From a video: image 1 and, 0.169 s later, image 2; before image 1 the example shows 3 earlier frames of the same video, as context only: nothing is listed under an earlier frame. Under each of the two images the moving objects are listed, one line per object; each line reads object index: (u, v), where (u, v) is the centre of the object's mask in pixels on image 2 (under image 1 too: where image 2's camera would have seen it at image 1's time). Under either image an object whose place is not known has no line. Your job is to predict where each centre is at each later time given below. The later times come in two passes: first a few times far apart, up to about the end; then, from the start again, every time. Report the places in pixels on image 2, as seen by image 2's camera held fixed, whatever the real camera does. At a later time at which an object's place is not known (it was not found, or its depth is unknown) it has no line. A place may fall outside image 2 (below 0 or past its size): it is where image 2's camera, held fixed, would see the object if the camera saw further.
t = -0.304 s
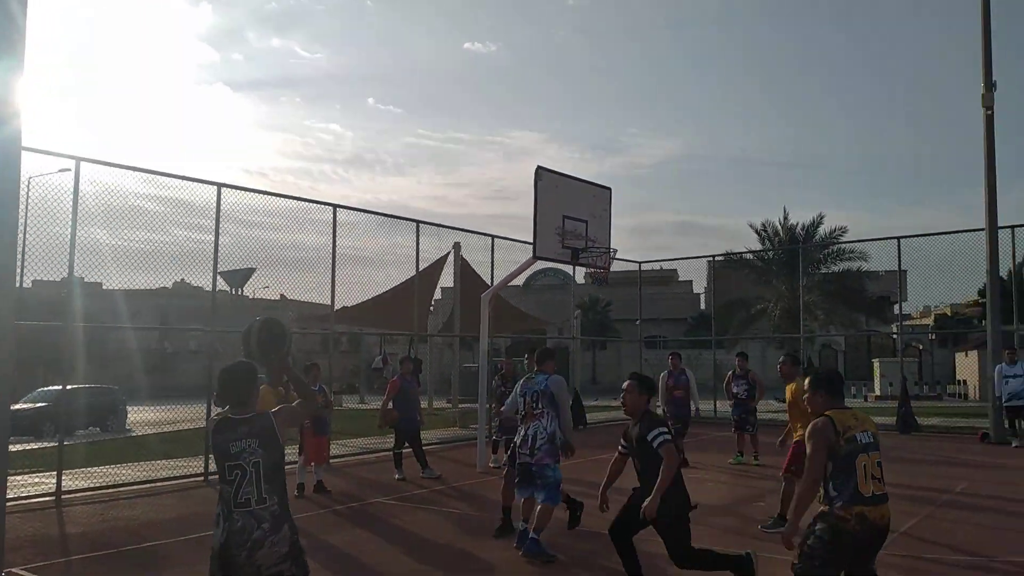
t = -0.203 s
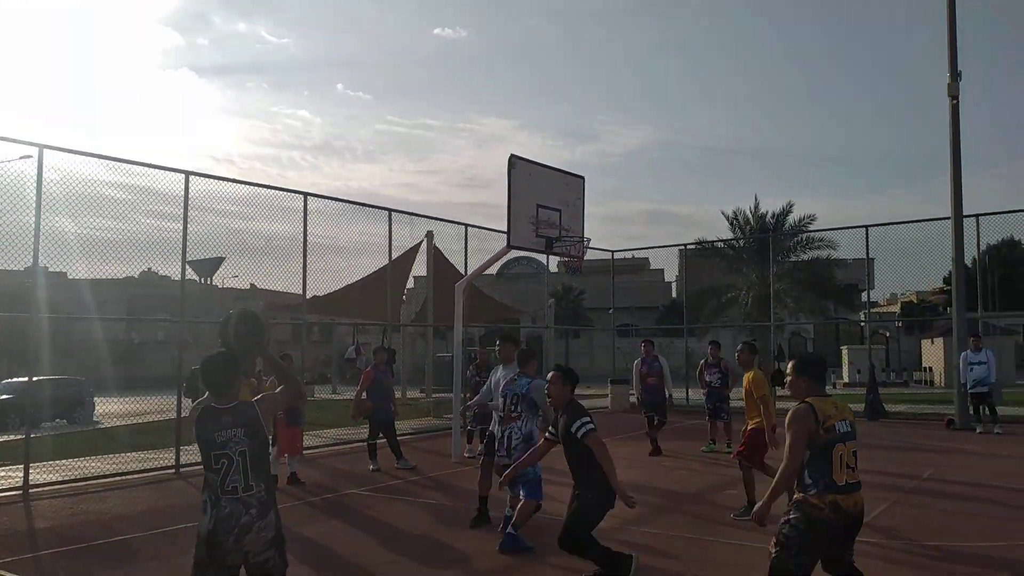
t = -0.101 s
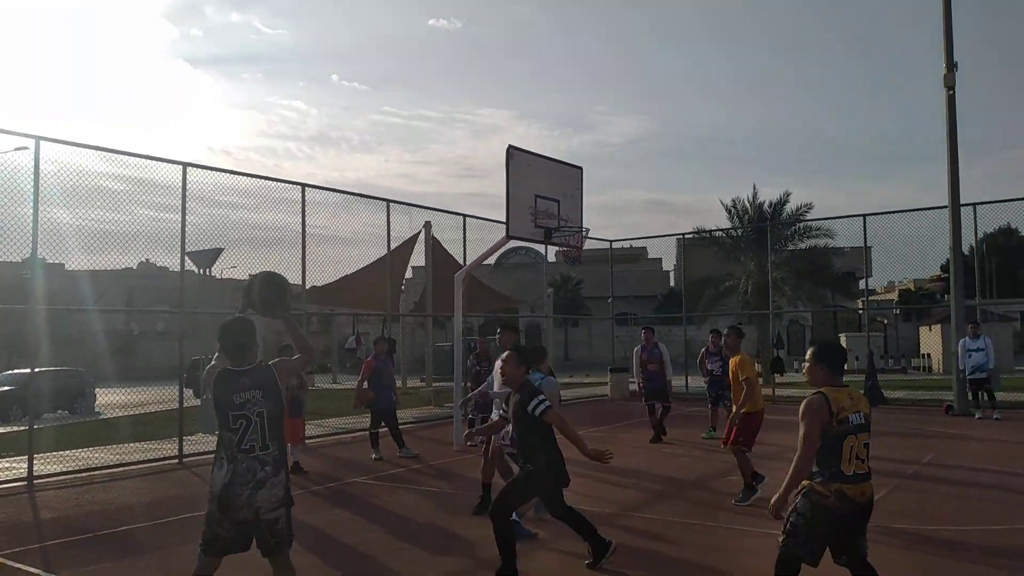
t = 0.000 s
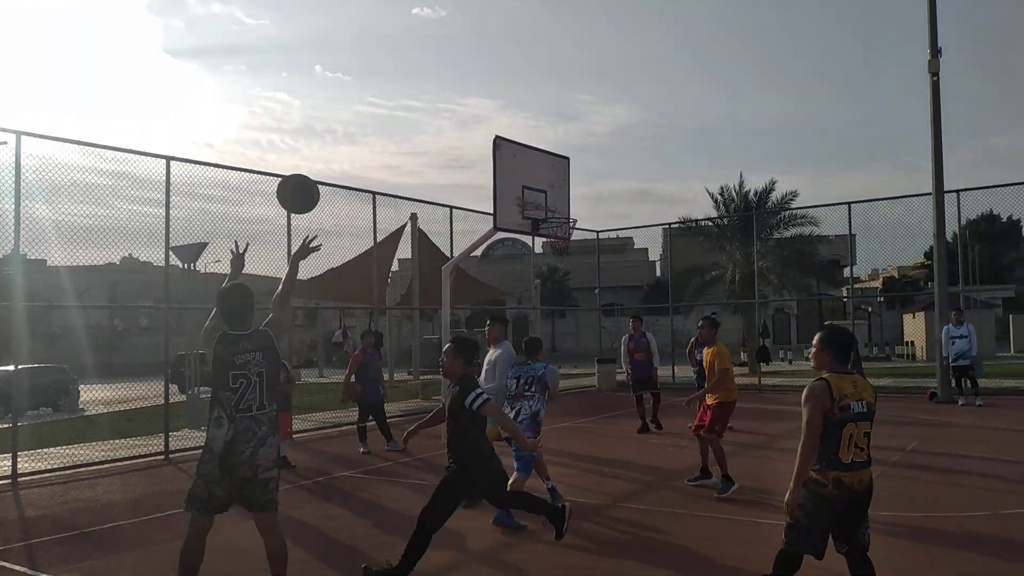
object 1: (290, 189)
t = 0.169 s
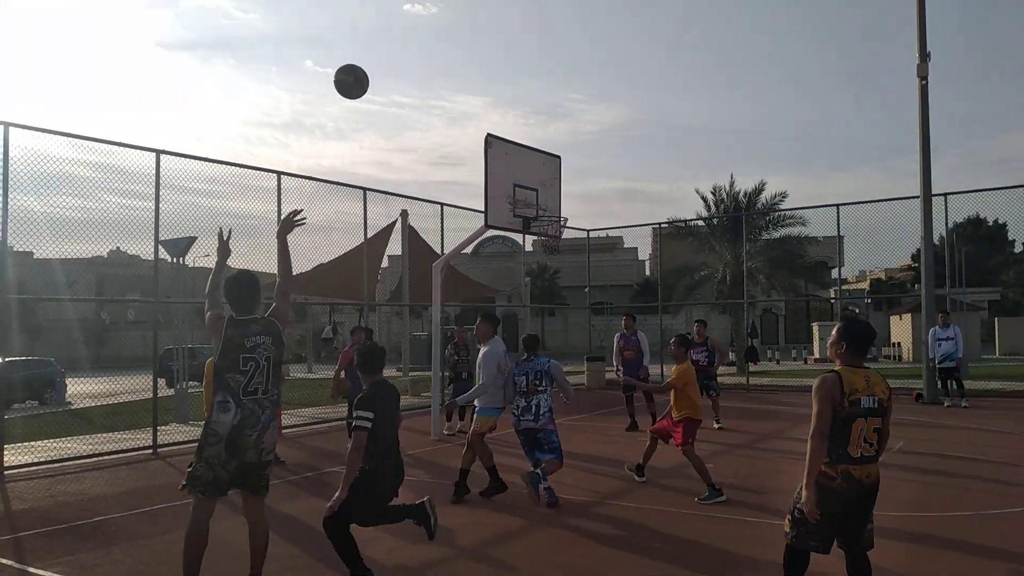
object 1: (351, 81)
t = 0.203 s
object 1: (361, 69)
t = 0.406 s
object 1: (409, 29)
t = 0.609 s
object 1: (450, 47)
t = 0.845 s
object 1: (481, 106)
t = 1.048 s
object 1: (509, 169)
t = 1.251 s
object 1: (536, 193)
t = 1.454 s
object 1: (543, 158)
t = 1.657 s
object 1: (552, 154)
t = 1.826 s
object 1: (560, 177)
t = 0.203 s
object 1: (361, 69)
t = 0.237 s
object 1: (371, 57)
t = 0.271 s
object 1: (379, 48)
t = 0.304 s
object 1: (387, 41)
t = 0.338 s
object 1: (396, 36)
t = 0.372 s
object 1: (403, 31)
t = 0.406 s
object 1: (409, 29)
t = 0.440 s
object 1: (416, 29)
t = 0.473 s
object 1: (423, 30)
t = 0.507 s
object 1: (429, 31)
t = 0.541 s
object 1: (435, 34)
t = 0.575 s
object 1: (445, 42)
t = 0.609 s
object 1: (450, 47)
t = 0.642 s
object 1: (455, 53)
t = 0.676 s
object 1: (460, 60)
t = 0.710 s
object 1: (465, 68)
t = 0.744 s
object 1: (469, 77)
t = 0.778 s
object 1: (473, 86)
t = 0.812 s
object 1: (477, 96)
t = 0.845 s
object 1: (481, 106)
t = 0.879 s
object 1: (484, 117)
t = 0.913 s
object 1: (488, 129)
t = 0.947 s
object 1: (491, 141)
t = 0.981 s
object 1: (495, 154)
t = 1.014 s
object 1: (502, 161)
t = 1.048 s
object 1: (509, 169)
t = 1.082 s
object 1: (515, 179)
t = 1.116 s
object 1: (521, 188)
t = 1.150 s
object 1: (528, 199)
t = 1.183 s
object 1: (534, 210)
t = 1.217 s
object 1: (535, 202)
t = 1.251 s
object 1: (536, 193)
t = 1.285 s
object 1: (538, 186)
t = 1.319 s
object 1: (538, 179)
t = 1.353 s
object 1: (540, 172)
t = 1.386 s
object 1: (541, 167)
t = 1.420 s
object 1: (542, 163)
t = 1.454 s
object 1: (543, 158)
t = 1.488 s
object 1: (544, 155)
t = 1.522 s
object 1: (546, 153)
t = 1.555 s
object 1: (547, 152)
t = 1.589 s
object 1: (549, 152)
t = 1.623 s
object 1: (550, 152)
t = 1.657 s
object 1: (552, 154)
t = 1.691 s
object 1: (553, 156)
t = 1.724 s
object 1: (555, 160)
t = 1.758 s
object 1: (557, 165)
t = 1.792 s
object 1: (558, 170)
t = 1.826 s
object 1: (560, 177)
